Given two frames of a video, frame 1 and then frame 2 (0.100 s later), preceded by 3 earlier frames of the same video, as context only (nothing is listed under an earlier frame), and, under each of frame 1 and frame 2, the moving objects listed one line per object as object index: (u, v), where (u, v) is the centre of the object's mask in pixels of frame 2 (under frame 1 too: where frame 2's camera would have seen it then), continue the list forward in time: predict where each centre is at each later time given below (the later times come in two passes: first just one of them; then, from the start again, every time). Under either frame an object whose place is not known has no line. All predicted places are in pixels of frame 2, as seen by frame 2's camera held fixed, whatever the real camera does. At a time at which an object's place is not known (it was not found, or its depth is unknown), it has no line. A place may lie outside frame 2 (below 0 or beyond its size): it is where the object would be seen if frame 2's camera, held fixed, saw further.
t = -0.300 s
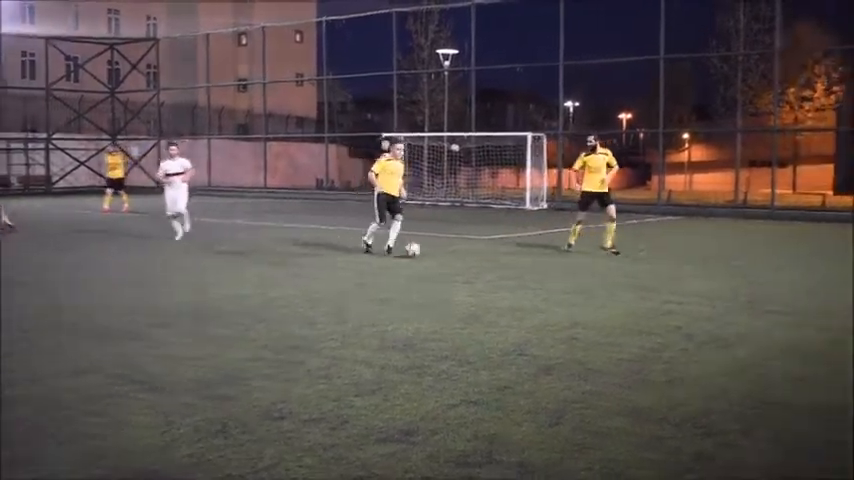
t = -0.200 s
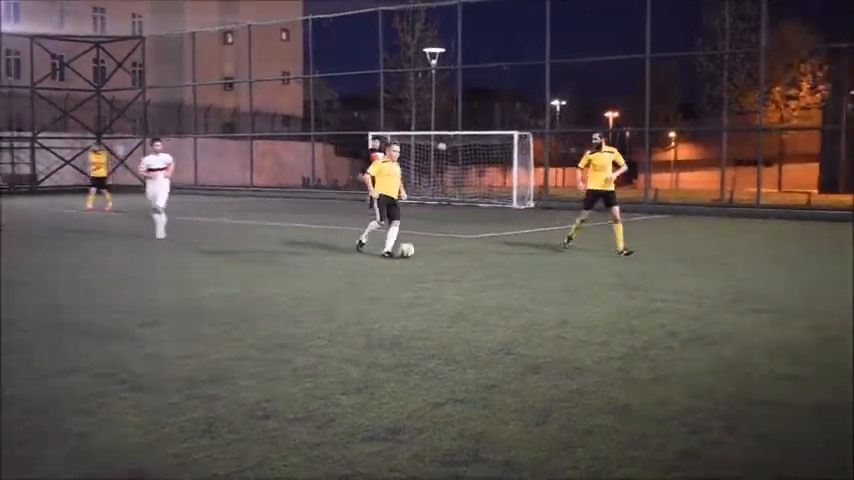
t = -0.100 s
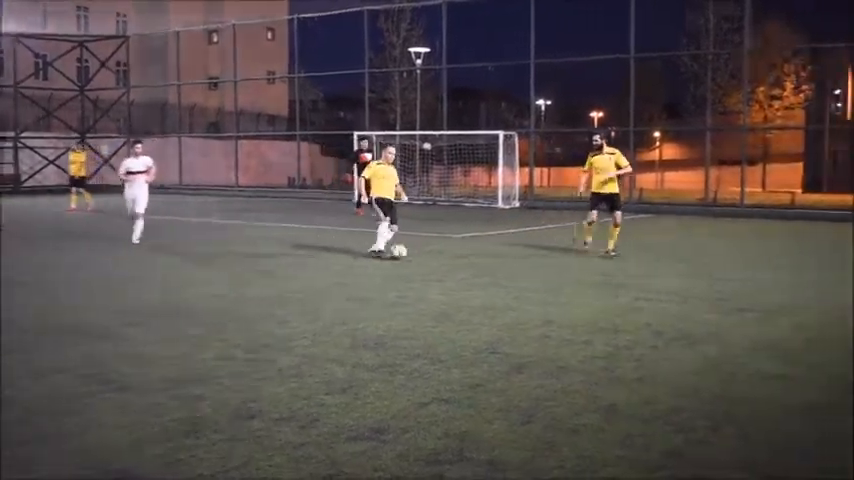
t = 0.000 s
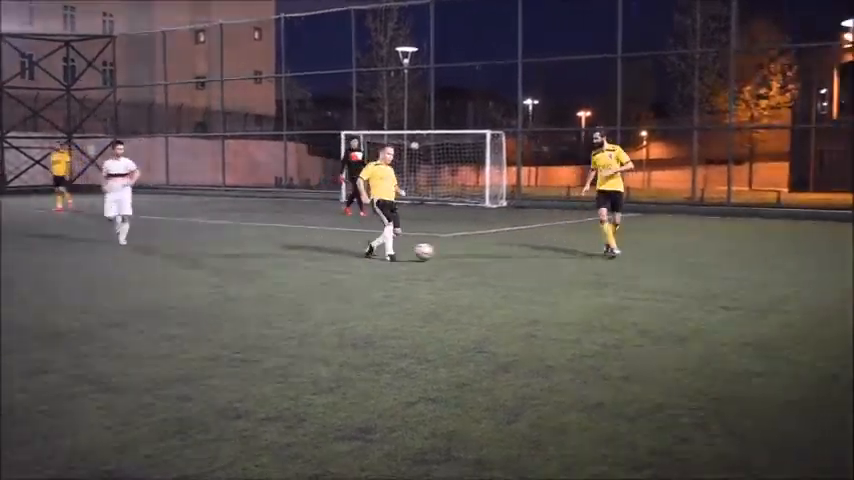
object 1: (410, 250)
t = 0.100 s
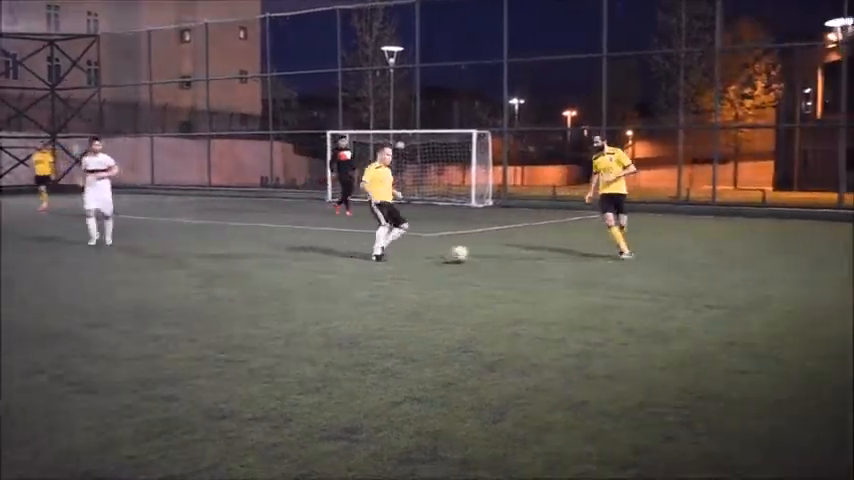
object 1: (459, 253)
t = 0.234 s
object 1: (514, 256)
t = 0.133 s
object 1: (473, 251)
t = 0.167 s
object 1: (486, 253)
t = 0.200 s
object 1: (500, 254)
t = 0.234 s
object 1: (514, 256)
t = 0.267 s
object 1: (529, 258)
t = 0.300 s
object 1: (540, 257)
